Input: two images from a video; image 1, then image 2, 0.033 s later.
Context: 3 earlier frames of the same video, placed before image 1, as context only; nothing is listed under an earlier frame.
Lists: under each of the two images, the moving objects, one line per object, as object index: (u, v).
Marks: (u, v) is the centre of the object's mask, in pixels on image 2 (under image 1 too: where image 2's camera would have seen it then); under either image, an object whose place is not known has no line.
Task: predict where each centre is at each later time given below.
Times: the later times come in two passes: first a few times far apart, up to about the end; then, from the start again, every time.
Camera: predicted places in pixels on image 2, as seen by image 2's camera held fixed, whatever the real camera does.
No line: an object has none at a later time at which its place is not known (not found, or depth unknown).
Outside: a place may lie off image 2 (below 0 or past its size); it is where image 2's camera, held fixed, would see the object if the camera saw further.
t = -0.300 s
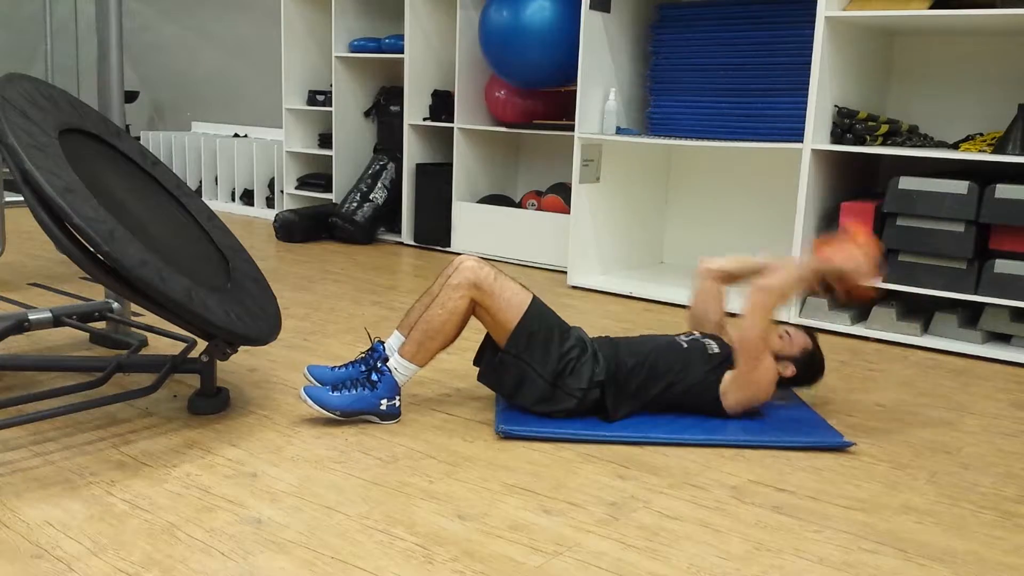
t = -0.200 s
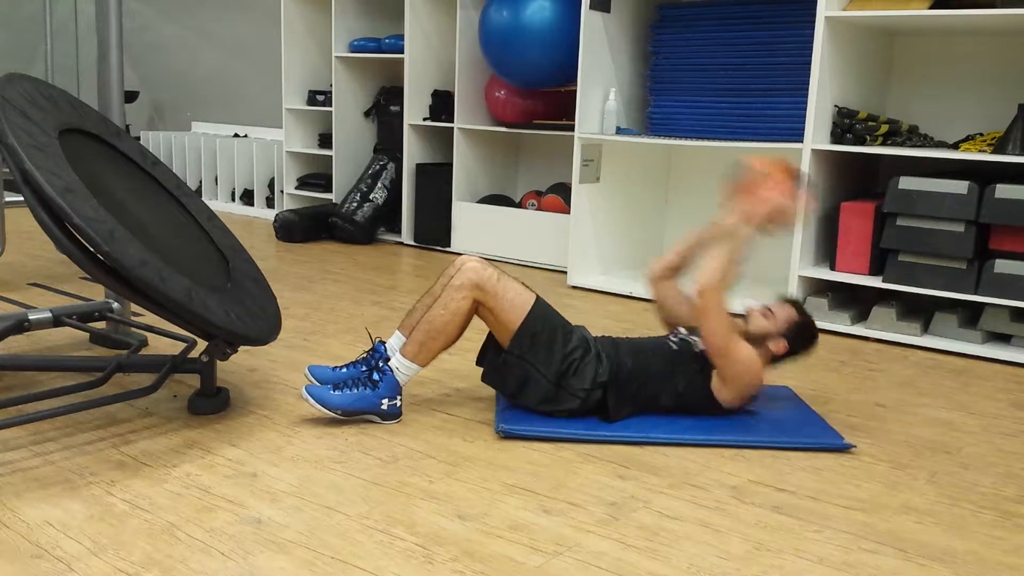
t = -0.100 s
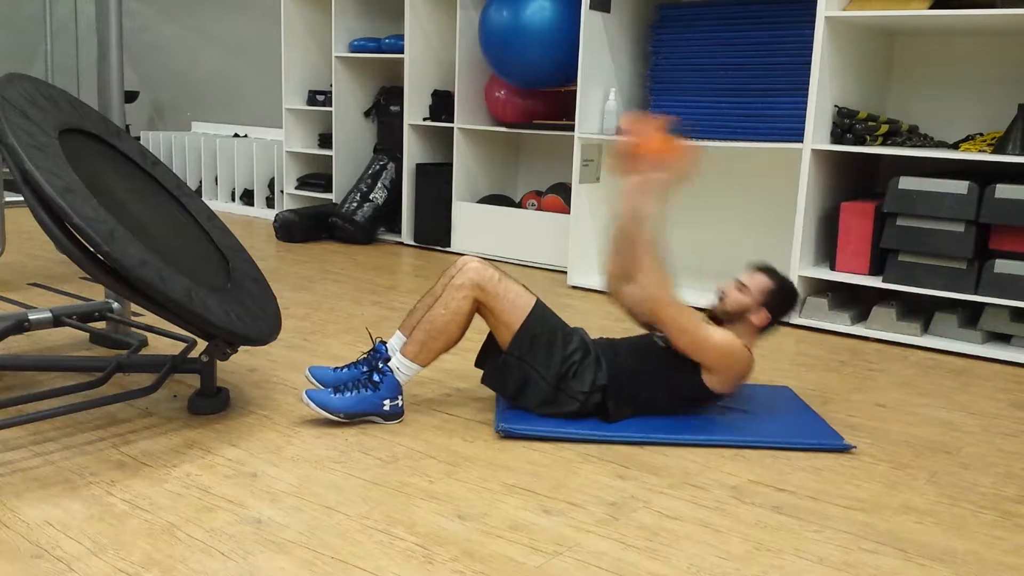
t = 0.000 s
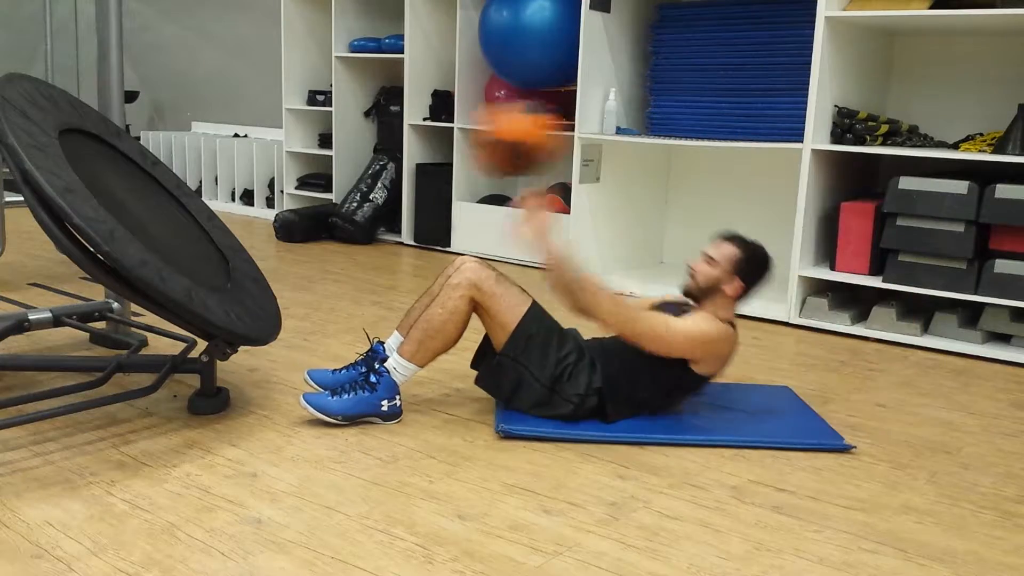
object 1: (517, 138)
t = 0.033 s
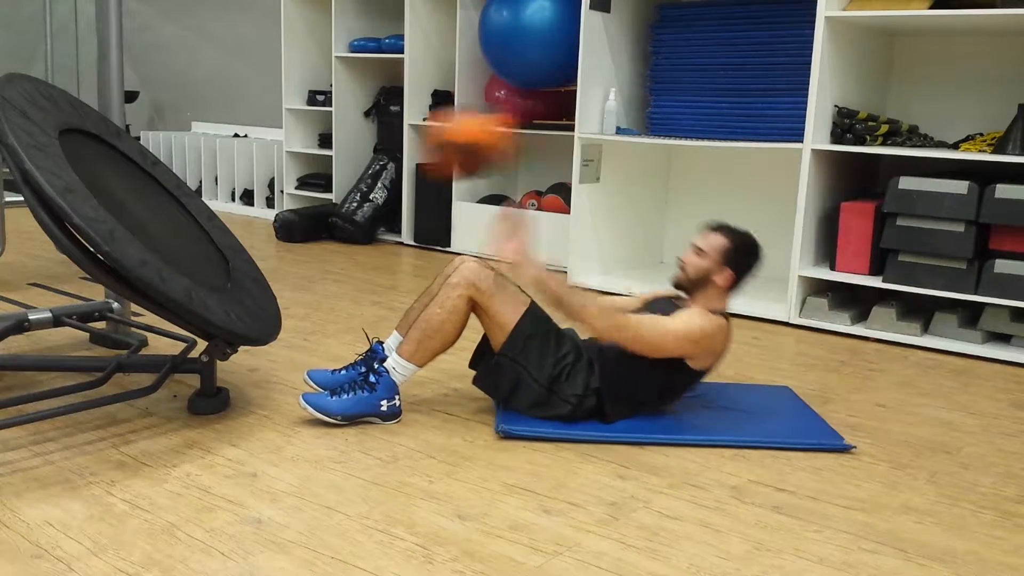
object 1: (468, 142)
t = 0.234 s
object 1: (182, 234)
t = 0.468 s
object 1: (365, 67)
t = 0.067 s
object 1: (417, 150)
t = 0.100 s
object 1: (366, 160)
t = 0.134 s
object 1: (325, 172)
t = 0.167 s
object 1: (278, 188)
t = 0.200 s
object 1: (208, 222)
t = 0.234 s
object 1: (182, 234)
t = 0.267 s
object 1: (176, 226)
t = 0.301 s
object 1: (201, 197)
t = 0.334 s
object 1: (240, 156)
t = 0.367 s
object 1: (270, 128)
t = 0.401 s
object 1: (300, 105)
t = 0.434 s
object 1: (337, 84)
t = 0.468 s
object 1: (365, 67)
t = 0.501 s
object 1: (396, 54)
